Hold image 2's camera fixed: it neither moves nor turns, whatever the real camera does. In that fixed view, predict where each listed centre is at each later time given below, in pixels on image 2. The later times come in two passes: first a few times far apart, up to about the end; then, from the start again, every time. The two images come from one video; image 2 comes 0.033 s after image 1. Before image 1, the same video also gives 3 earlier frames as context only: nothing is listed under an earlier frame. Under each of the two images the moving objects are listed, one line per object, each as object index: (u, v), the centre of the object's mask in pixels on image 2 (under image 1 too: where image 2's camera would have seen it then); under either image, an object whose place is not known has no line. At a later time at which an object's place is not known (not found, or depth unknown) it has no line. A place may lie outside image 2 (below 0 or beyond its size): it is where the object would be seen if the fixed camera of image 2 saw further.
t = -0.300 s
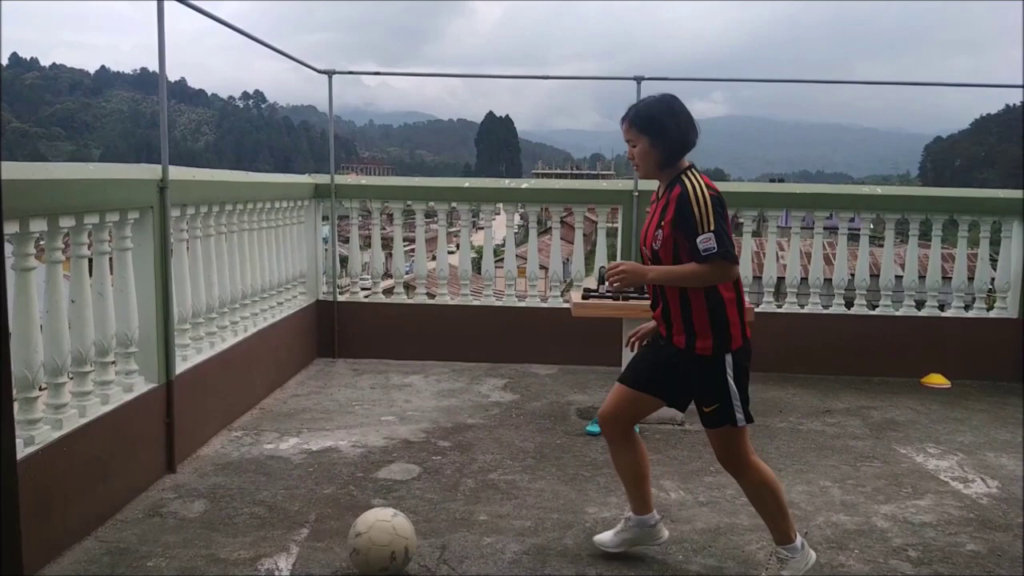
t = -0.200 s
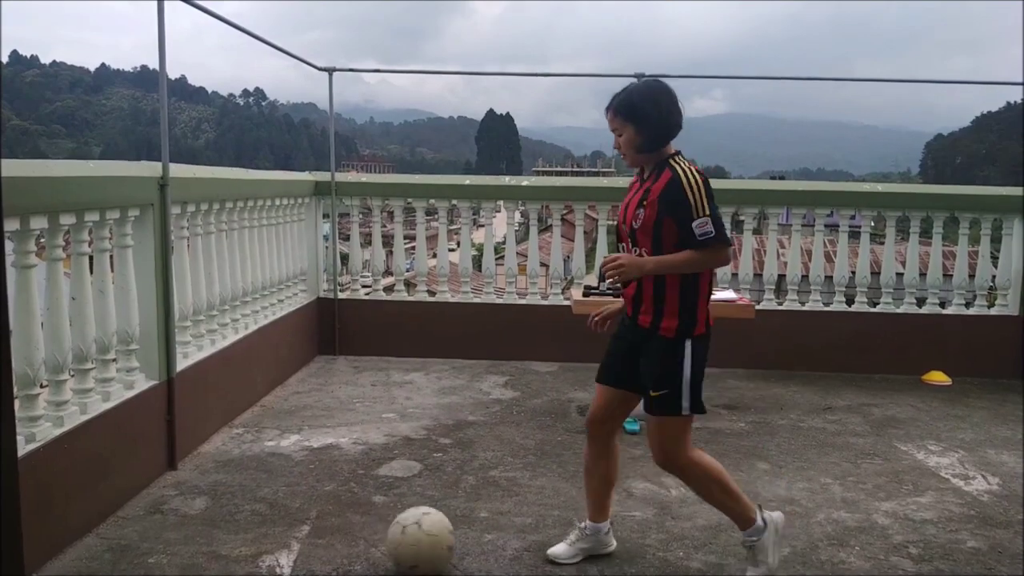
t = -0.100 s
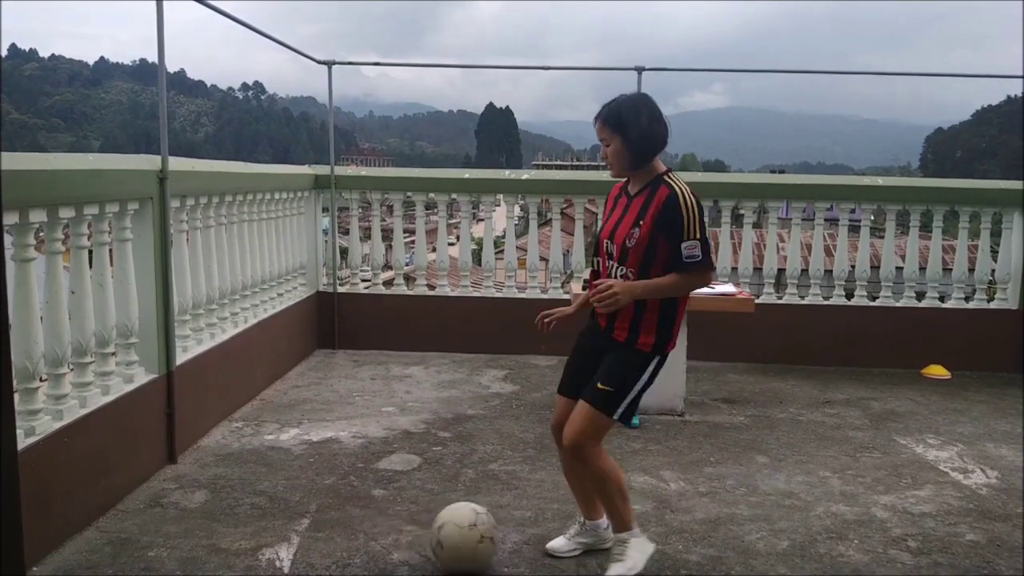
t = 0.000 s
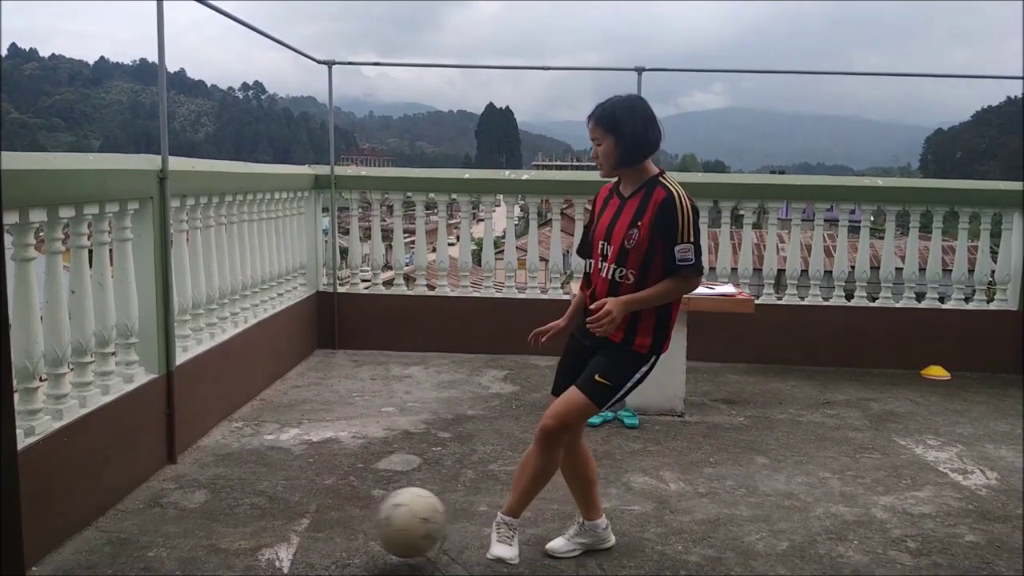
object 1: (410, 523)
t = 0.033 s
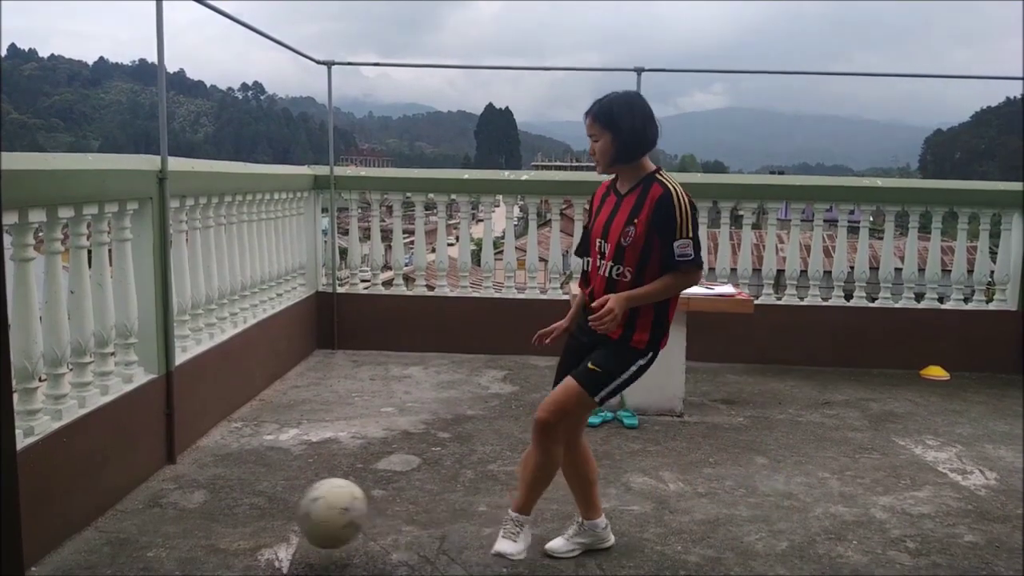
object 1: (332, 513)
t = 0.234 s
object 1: (166, 504)
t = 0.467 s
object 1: (330, 518)
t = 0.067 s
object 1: (280, 511)
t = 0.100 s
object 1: (205, 514)
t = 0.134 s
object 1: (88, 519)
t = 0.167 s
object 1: (100, 510)
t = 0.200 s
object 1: (140, 504)
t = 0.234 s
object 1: (166, 504)
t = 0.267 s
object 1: (206, 511)
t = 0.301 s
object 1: (234, 520)
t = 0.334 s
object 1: (260, 517)
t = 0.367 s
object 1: (275, 513)
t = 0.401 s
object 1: (297, 513)
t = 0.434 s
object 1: (311, 519)
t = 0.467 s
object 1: (330, 518)
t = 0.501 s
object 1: (348, 517)
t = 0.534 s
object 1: (359, 520)
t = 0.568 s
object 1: (376, 518)
